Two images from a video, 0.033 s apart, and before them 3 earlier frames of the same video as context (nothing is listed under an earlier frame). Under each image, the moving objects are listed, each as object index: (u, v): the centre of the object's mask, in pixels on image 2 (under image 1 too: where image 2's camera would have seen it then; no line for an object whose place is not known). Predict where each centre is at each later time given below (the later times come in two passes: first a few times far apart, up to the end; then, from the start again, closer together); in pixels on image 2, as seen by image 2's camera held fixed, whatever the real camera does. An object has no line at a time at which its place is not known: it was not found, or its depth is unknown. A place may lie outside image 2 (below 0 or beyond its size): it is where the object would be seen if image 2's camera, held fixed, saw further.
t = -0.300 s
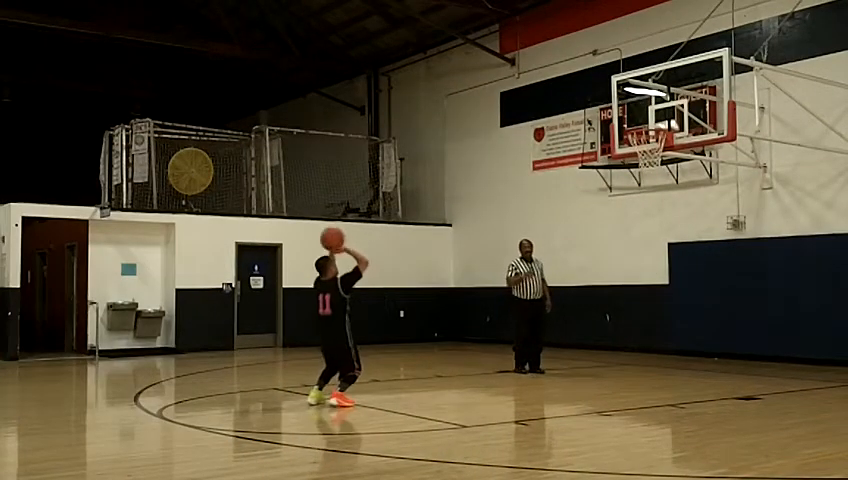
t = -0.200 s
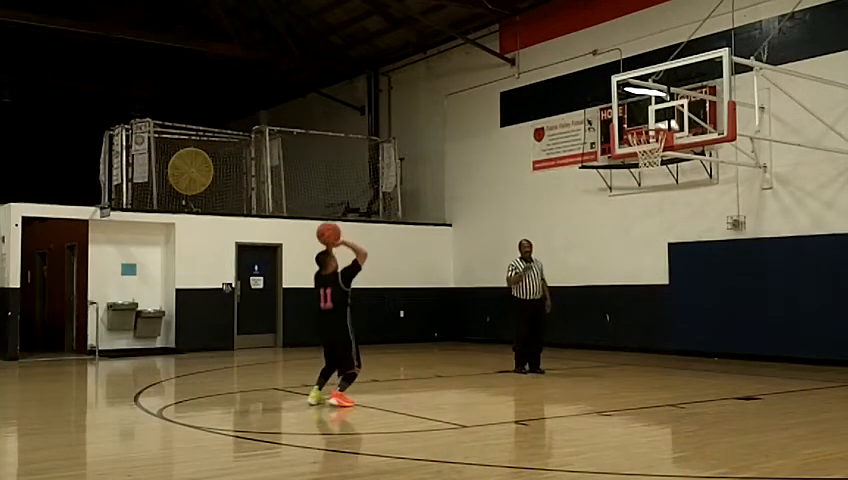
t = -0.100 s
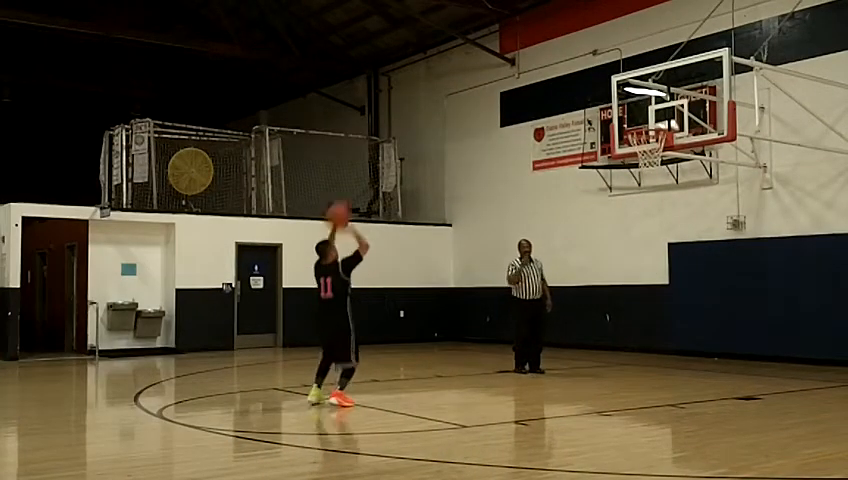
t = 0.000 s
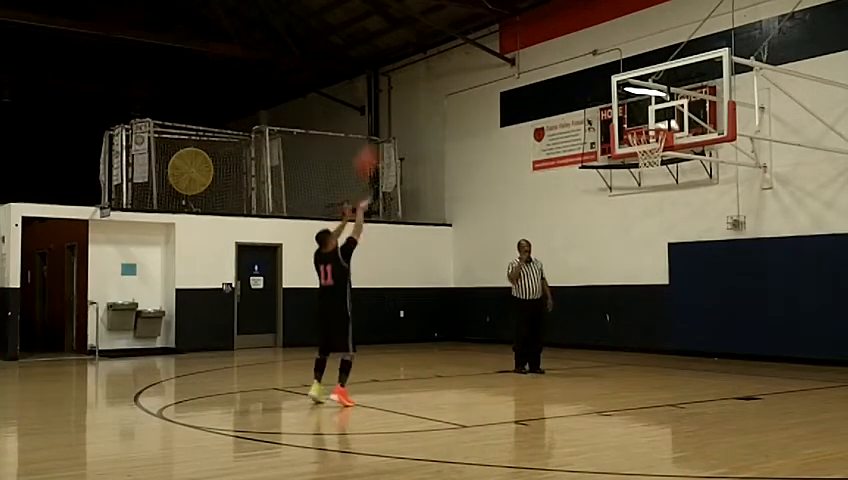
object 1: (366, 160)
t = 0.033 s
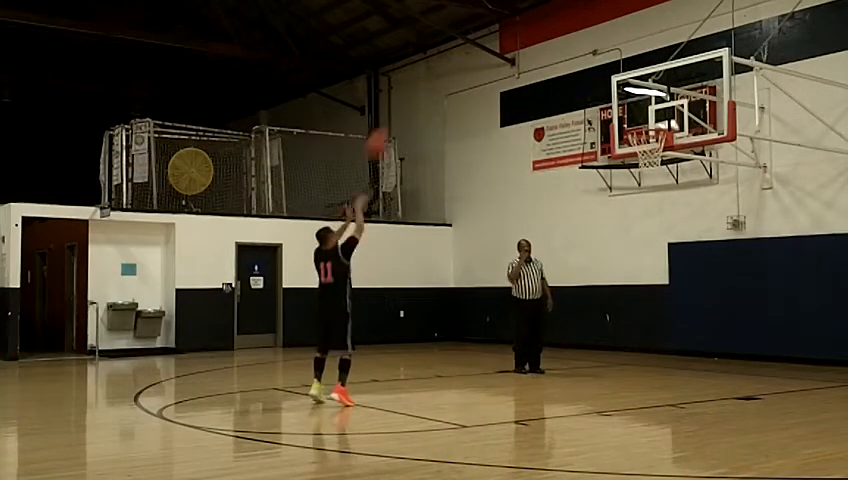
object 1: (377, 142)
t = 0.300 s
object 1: (459, 42)
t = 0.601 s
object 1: (539, 16)
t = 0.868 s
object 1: (602, 52)
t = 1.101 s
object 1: (656, 126)
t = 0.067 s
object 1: (389, 126)
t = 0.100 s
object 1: (399, 111)
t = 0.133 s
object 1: (410, 96)
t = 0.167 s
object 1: (420, 83)
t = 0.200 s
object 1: (431, 70)
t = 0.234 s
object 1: (440, 59)
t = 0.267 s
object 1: (451, 49)
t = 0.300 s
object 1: (459, 42)
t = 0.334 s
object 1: (468, 36)
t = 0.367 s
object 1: (477, 29)
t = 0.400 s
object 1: (486, 25)
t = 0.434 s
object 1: (496, 21)
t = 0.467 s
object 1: (505, 19)
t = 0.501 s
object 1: (514, 16)
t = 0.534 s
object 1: (522, 15)
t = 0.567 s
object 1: (531, 15)
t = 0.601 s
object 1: (539, 16)
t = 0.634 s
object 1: (547, 18)
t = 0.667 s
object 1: (555, 20)
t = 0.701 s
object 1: (563, 22)
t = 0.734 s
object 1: (571, 25)
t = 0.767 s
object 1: (580, 32)
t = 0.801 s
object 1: (589, 38)
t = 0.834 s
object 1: (596, 45)
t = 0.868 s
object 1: (602, 52)
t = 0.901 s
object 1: (612, 62)
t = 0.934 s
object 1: (618, 69)
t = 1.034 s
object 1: (642, 104)
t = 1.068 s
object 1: (647, 112)
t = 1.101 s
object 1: (656, 126)
